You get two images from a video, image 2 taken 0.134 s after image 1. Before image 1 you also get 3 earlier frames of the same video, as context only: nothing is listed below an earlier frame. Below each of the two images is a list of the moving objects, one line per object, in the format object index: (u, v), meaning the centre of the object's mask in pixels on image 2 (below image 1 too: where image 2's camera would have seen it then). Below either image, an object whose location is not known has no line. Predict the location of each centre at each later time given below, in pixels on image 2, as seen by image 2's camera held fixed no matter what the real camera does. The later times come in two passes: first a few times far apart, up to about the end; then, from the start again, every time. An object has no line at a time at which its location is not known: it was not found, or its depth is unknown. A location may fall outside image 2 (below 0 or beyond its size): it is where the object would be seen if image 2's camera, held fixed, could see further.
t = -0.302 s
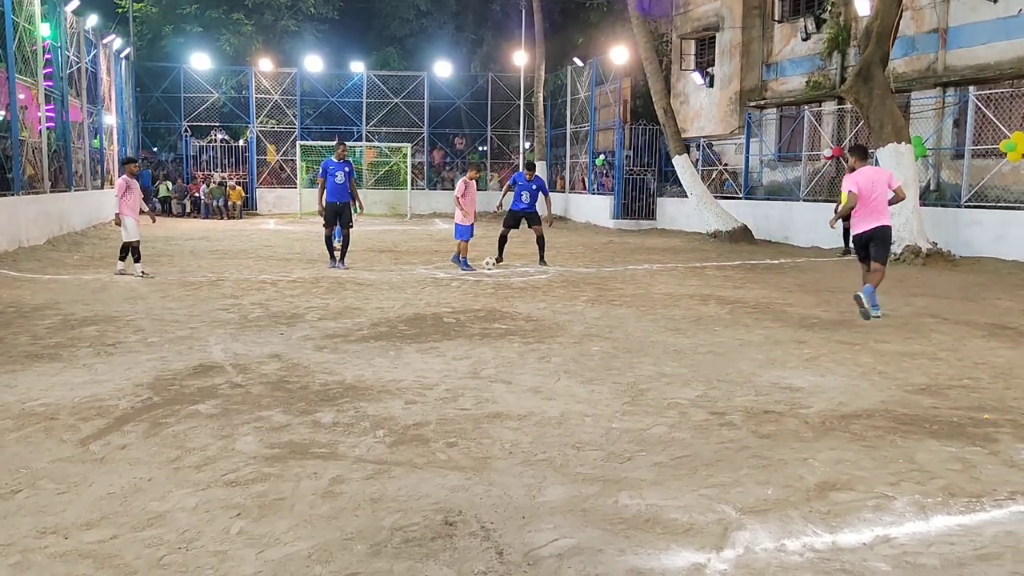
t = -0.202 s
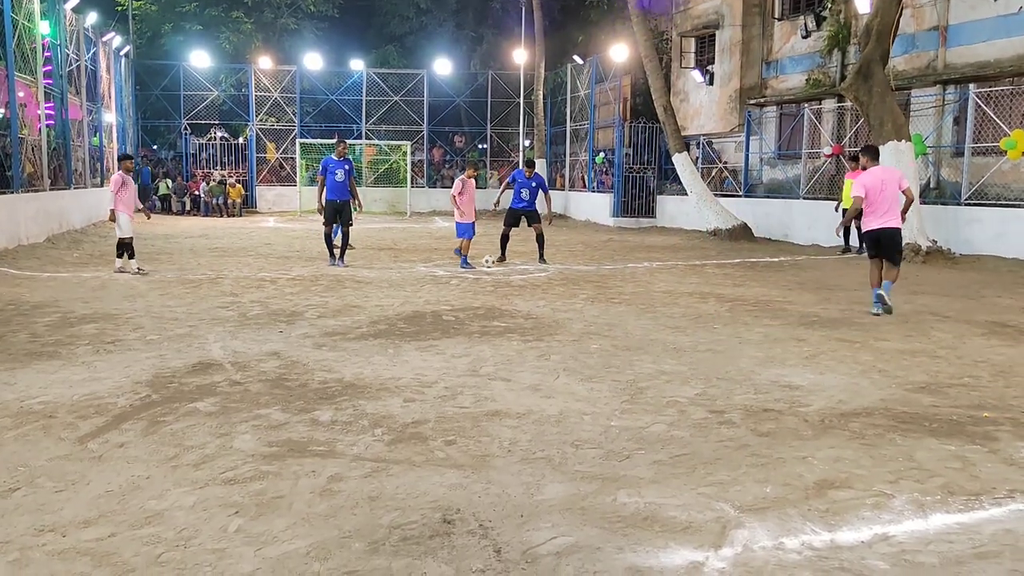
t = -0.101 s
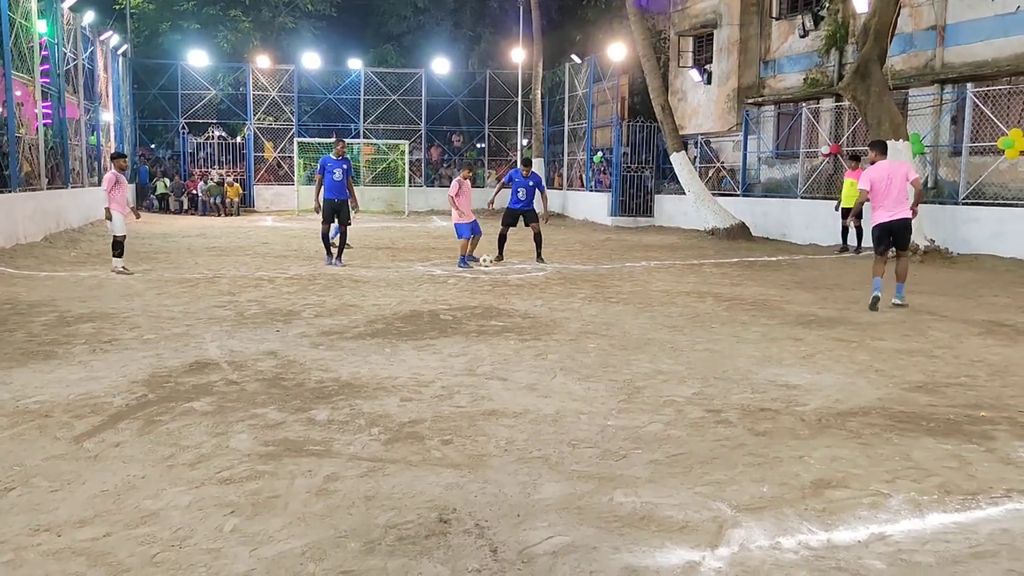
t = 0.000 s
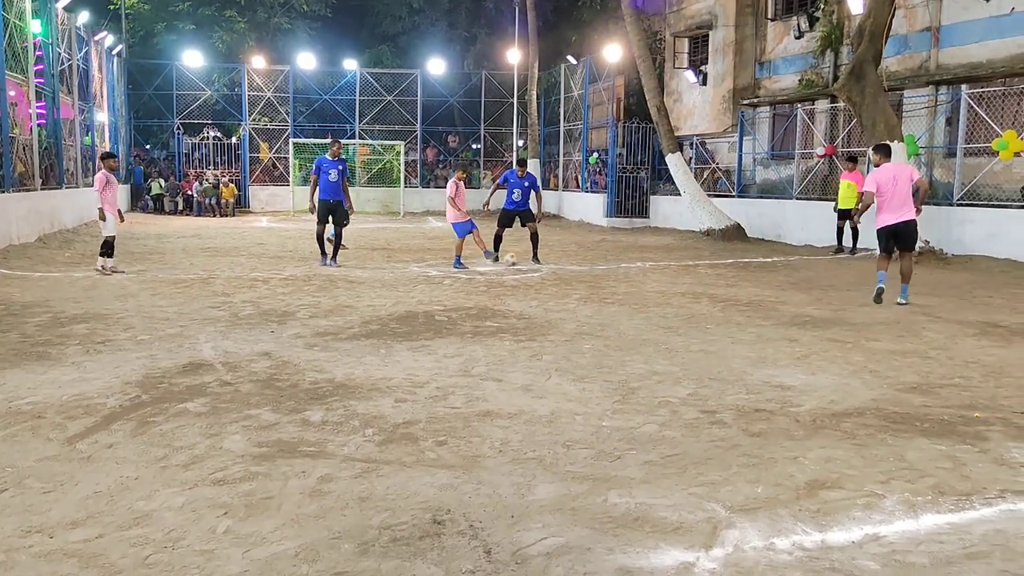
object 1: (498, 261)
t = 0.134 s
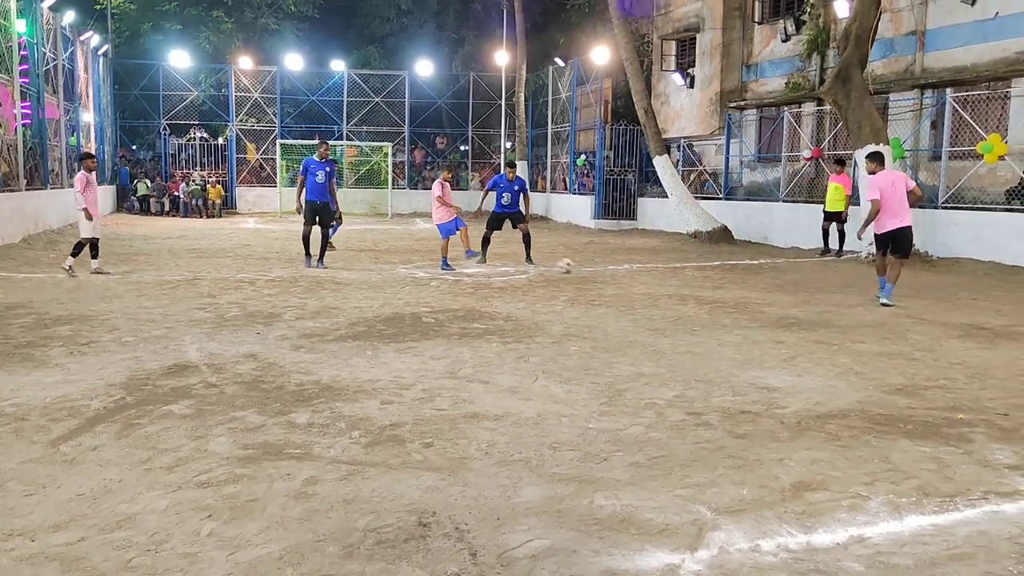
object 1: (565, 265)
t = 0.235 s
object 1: (622, 278)
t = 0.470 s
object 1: (752, 289)
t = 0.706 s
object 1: (895, 318)
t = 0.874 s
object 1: (1006, 326)
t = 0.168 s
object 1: (583, 269)
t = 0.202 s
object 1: (601, 273)
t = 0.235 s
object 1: (622, 278)
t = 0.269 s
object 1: (642, 285)
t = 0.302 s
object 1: (662, 287)
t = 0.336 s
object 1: (679, 286)
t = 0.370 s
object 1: (696, 285)
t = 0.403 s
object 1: (714, 286)
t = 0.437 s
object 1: (732, 286)
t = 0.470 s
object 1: (752, 289)
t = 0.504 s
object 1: (772, 293)
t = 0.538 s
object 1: (792, 298)
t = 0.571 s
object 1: (814, 305)
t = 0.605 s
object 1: (835, 311)
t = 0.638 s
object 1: (856, 315)
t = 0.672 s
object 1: (876, 317)
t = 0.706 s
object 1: (895, 318)
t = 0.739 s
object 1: (917, 321)
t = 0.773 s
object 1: (938, 325)
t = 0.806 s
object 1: (960, 325)
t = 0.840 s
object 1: (983, 325)
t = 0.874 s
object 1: (1006, 326)
